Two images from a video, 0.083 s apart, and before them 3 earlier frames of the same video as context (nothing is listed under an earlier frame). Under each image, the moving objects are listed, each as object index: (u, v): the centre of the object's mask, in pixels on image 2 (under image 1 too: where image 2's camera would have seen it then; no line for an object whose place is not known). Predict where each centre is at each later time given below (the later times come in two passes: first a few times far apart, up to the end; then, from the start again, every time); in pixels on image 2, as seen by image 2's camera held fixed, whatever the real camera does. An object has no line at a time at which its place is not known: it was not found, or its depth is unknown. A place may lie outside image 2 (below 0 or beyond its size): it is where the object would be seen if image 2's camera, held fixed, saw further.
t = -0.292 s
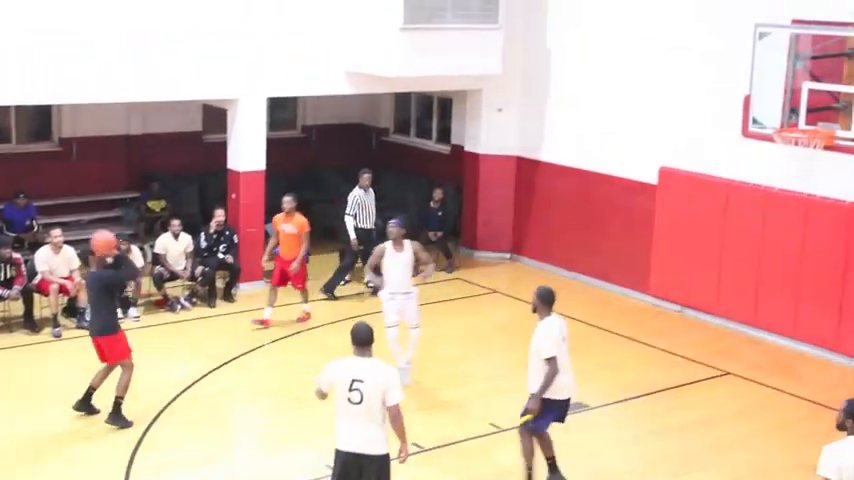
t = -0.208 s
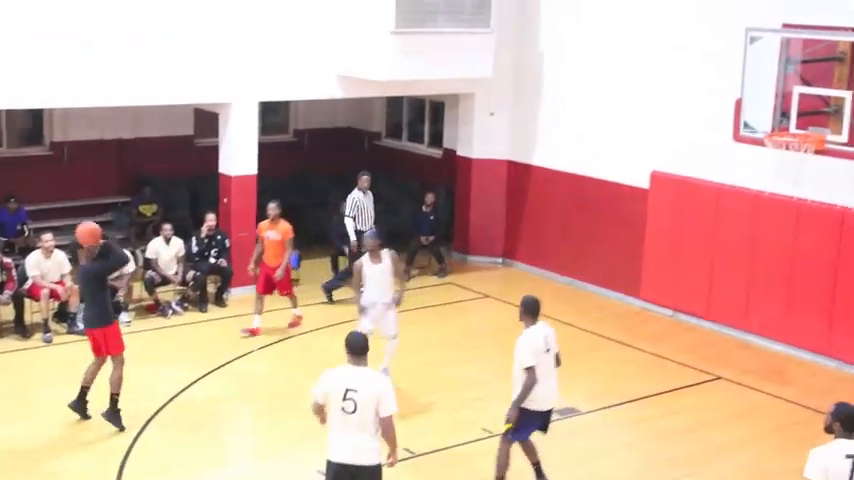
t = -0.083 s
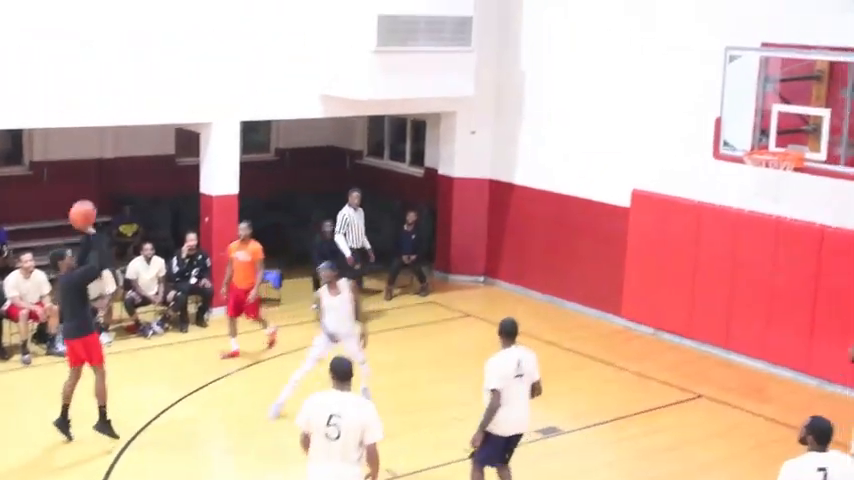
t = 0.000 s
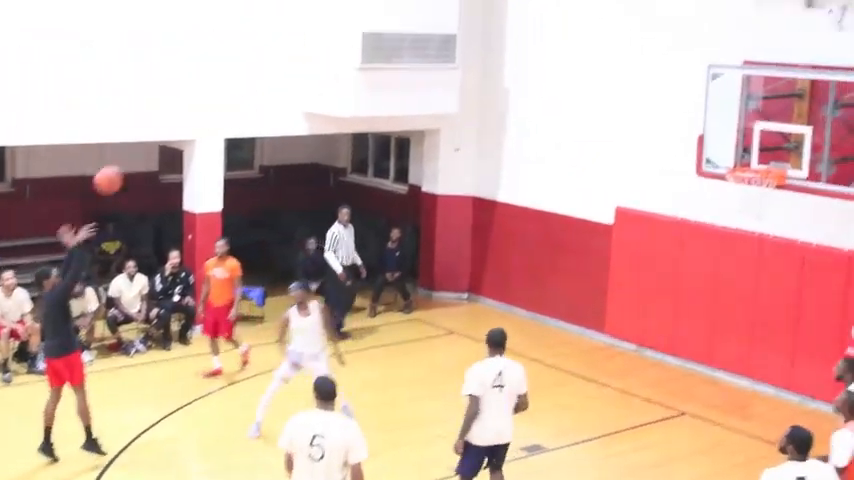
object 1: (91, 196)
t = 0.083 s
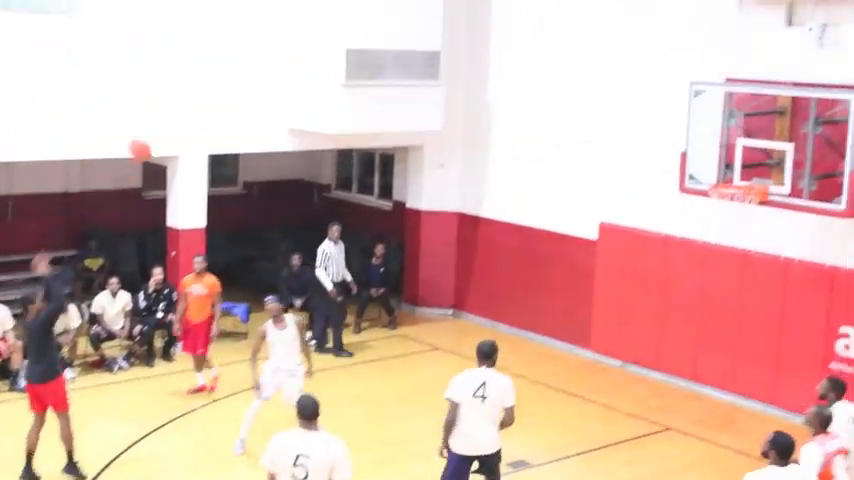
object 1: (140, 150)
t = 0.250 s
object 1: (236, 75)
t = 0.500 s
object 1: (380, 15)
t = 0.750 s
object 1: (522, 20)
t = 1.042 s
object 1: (681, 112)
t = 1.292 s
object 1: (697, 162)
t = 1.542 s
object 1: (619, 131)
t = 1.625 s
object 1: (593, 135)
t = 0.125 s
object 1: (164, 129)
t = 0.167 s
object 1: (188, 109)
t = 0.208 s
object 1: (212, 91)
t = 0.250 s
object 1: (236, 75)
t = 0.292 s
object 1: (260, 61)
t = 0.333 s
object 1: (284, 48)
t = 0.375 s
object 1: (307, 37)
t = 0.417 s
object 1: (333, 27)
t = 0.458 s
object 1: (356, 20)
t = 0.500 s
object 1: (380, 15)
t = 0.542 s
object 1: (404, 11)
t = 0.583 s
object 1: (427, 9)
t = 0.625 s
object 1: (451, 10)
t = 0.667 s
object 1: (475, 11)
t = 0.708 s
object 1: (499, 15)
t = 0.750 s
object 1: (522, 20)
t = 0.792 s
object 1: (546, 28)
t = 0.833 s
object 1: (569, 37)
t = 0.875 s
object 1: (592, 48)
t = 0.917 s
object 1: (614, 61)
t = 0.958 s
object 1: (637, 76)
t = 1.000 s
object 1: (660, 93)
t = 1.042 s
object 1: (681, 112)
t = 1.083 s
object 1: (703, 132)
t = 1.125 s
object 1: (725, 155)
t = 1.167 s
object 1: (748, 177)
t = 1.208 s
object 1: (732, 179)
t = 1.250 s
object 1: (711, 174)
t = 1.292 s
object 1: (697, 162)
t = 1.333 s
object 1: (684, 153)
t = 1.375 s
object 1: (671, 145)
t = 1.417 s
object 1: (659, 138)
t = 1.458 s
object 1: (646, 134)
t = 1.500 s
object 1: (633, 131)
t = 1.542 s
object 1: (619, 131)
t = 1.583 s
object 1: (606, 132)
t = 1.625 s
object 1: (593, 135)
